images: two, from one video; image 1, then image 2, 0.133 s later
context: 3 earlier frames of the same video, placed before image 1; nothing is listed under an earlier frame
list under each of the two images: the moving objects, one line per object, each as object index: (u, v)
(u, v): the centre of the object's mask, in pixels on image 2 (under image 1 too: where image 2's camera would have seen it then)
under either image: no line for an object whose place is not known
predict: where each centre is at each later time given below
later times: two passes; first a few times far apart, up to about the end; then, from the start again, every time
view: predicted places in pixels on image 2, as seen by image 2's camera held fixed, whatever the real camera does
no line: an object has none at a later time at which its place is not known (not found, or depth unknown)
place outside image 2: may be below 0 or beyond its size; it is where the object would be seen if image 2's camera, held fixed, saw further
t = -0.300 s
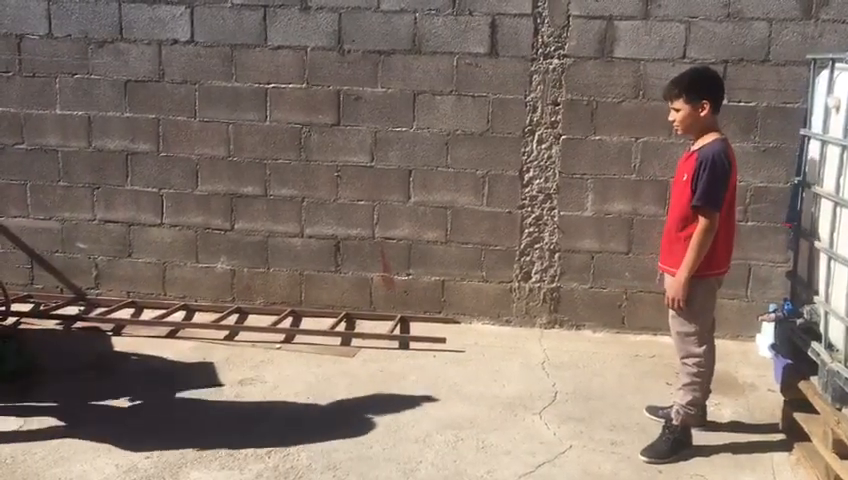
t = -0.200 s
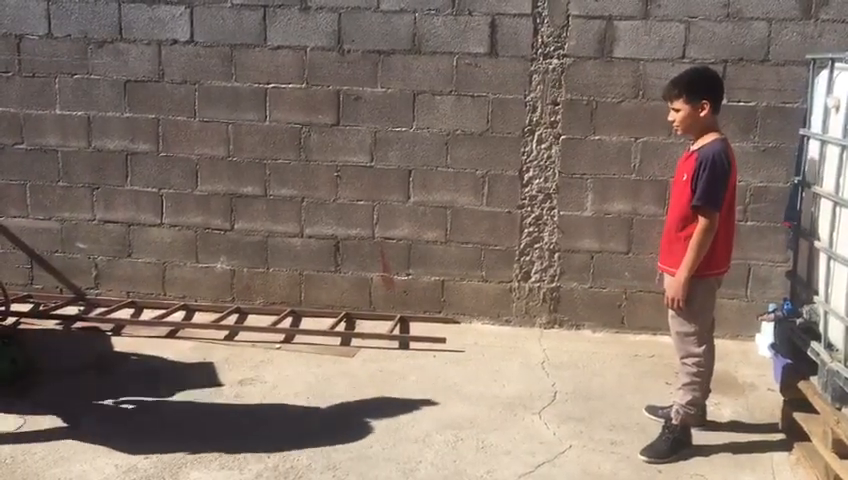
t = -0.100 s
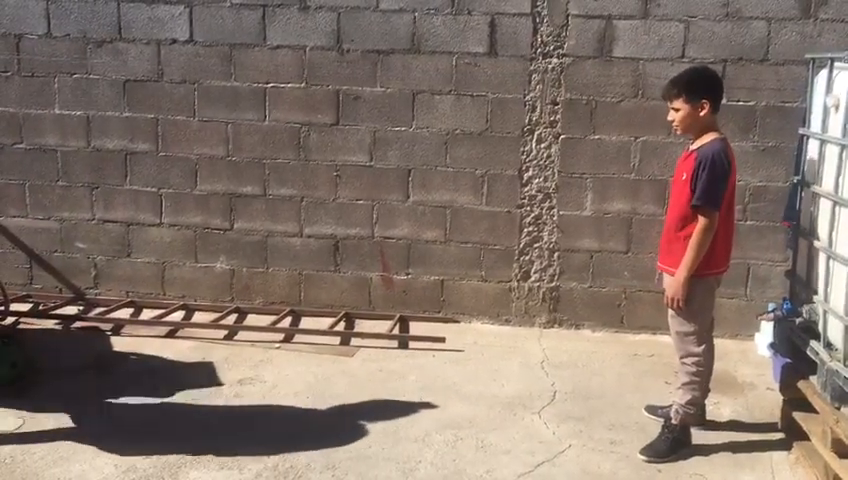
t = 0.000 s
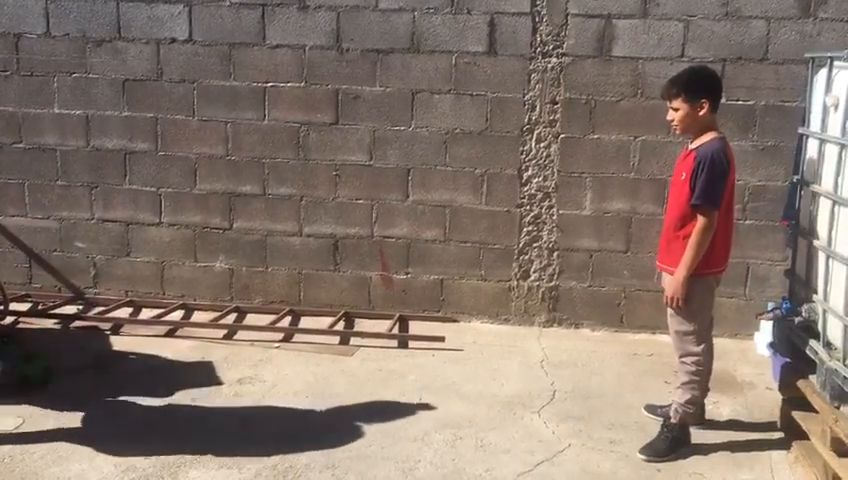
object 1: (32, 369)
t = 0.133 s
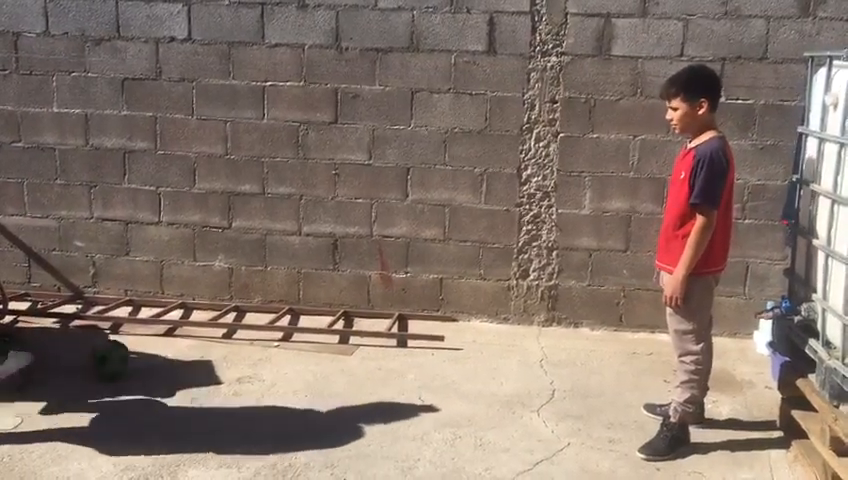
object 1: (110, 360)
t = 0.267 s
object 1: (162, 355)
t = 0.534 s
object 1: (248, 346)
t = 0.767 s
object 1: (308, 342)
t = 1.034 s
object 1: (372, 338)
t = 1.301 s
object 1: (414, 341)
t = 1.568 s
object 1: (454, 345)
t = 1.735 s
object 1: (477, 347)
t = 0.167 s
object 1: (126, 359)
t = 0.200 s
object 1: (138, 356)
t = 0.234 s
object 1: (151, 355)
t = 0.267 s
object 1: (162, 355)
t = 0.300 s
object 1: (174, 355)
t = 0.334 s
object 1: (185, 353)
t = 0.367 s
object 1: (196, 350)
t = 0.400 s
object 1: (208, 349)
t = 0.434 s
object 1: (219, 350)
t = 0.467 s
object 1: (229, 351)
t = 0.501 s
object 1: (239, 347)
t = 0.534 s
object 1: (248, 346)
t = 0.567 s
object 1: (258, 346)
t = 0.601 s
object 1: (267, 348)
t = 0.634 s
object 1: (275, 347)
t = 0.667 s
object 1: (284, 344)
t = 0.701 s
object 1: (293, 342)
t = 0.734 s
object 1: (300, 341)
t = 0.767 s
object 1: (308, 342)
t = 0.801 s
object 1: (318, 341)
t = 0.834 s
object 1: (326, 339)
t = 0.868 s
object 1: (334, 339)
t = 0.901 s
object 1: (343, 339)
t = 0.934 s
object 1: (351, 337)
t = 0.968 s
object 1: (357, 337)
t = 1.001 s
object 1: (365, 338)
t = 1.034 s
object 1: (372, 338)
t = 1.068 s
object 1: (379, 336)
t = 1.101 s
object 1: (385, 336)
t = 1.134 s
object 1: (388, 337)
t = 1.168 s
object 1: (393, 339)
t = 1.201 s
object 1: (399, 339)
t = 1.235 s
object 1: (404, 339)
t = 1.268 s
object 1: (409, 341)
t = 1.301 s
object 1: (414, 341)
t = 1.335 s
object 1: (420, 341)
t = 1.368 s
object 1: (425, 342)
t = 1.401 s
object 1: (430, 343)
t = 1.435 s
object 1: (436, 343)
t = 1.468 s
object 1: (441, 344)
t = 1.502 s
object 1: (445, 344)
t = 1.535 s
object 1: (450, 344)
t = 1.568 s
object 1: (454, 345)
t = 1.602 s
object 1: (460, 345)
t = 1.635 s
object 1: (463, 346)
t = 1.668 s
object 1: (468, 346)
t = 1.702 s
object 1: (473, 347)
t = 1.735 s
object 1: (477, 347)
